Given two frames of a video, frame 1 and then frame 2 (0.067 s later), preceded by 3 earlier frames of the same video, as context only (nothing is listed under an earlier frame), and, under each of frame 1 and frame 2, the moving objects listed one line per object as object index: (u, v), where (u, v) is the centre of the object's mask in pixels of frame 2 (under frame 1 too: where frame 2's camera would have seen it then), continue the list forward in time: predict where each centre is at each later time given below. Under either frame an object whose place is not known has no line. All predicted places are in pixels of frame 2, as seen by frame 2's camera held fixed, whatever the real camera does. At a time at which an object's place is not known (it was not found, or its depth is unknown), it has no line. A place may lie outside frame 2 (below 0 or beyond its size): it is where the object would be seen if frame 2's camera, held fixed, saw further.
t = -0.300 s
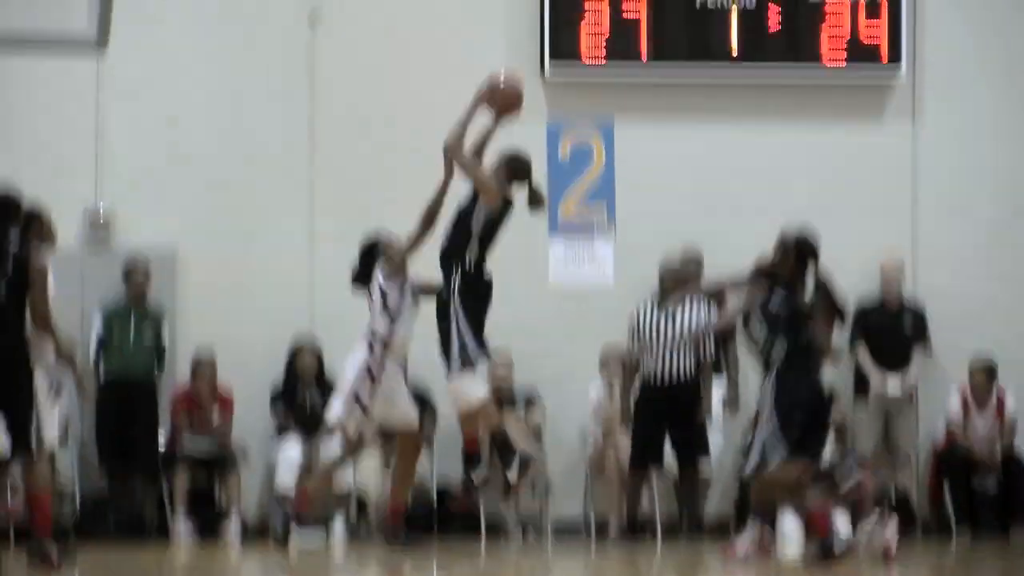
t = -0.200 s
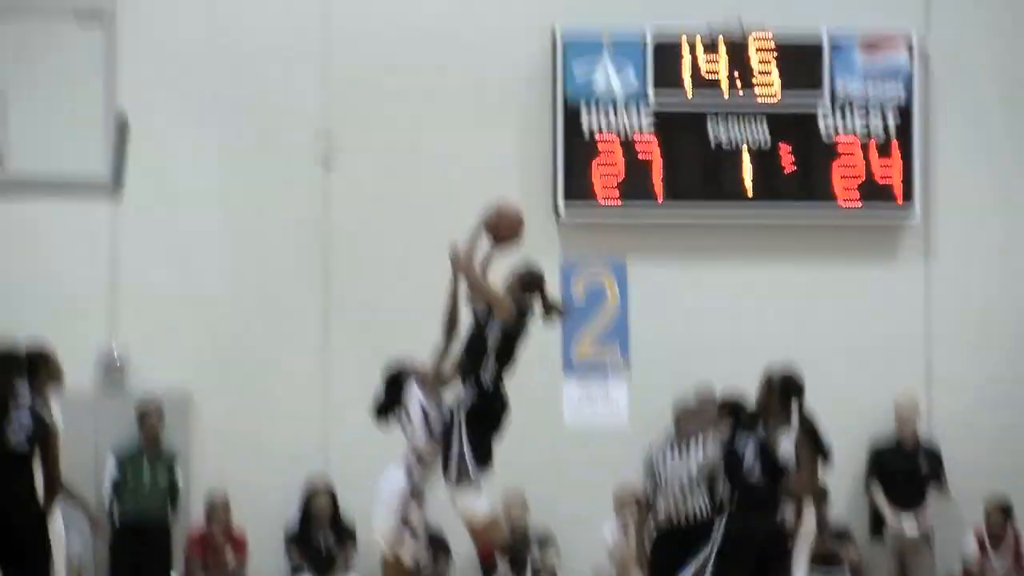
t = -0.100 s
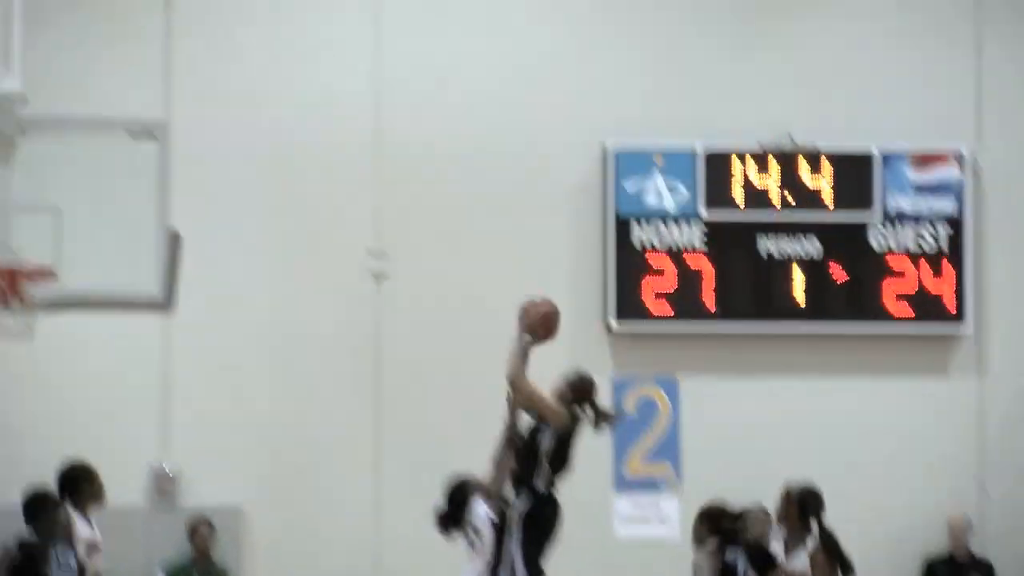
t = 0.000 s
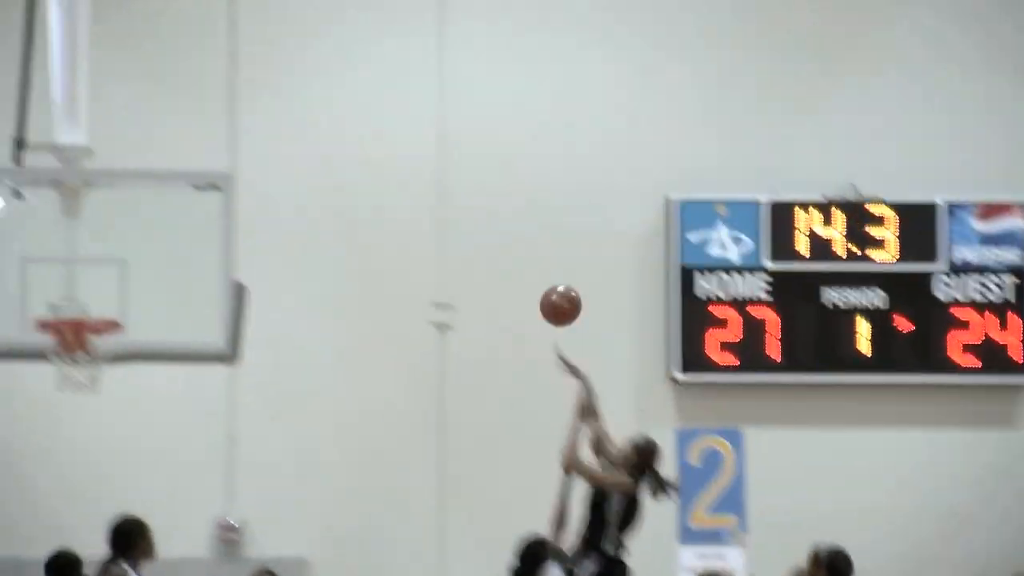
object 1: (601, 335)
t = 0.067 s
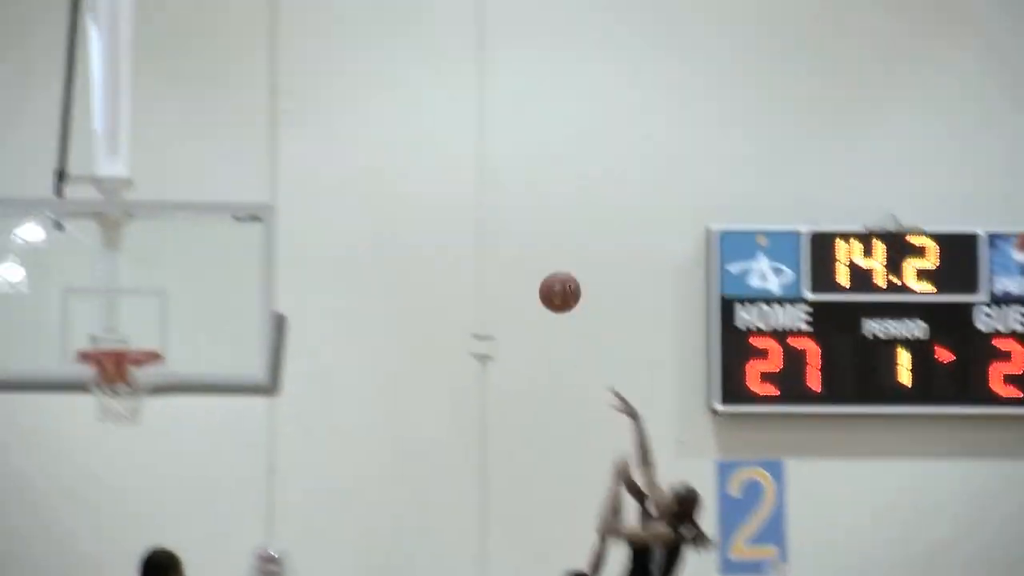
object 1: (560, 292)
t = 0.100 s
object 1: (540, 273)
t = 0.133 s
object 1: (520, 257)
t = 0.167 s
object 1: (501, 242)
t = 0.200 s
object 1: (482, 229)
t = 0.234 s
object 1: (462, 218)
